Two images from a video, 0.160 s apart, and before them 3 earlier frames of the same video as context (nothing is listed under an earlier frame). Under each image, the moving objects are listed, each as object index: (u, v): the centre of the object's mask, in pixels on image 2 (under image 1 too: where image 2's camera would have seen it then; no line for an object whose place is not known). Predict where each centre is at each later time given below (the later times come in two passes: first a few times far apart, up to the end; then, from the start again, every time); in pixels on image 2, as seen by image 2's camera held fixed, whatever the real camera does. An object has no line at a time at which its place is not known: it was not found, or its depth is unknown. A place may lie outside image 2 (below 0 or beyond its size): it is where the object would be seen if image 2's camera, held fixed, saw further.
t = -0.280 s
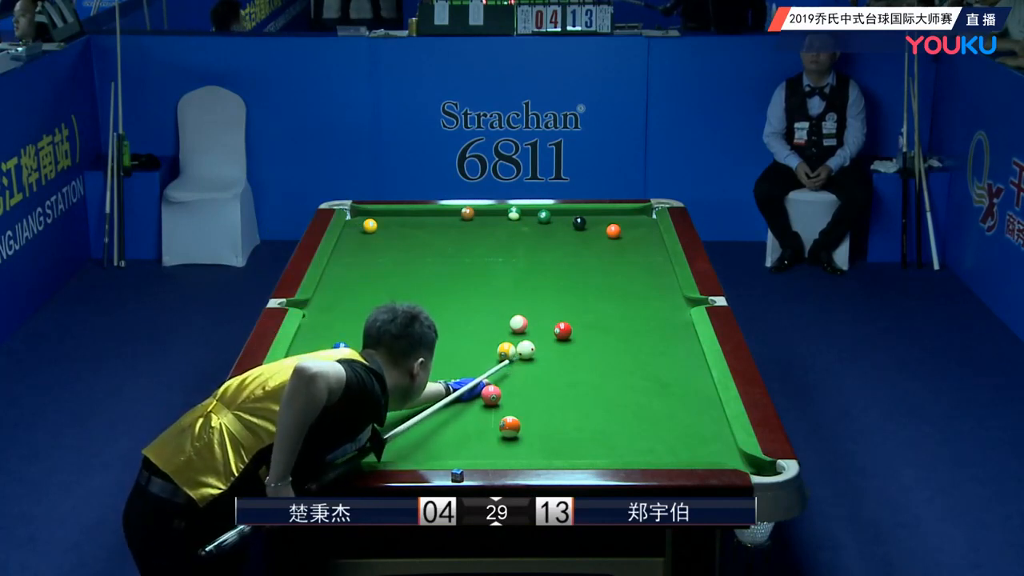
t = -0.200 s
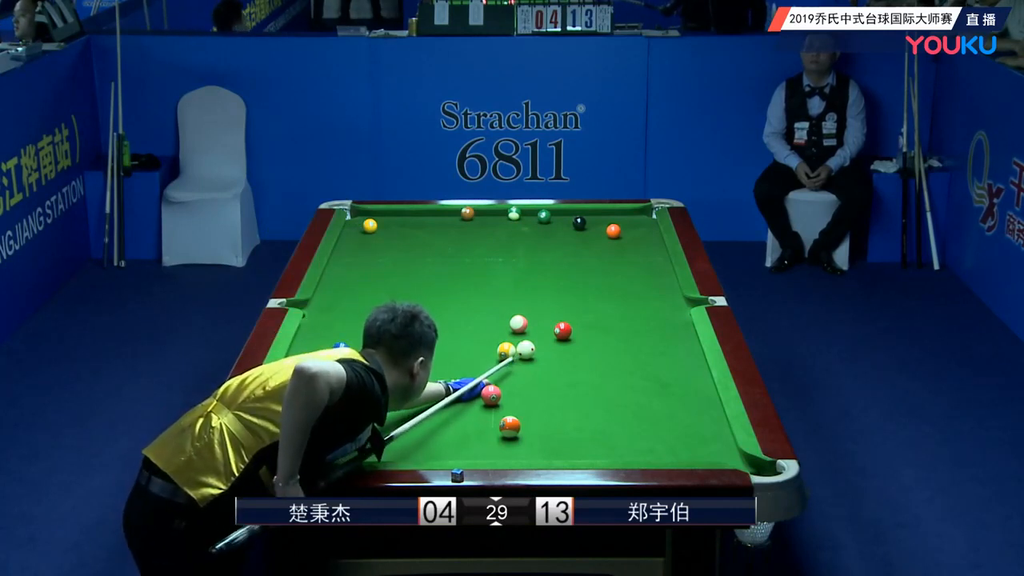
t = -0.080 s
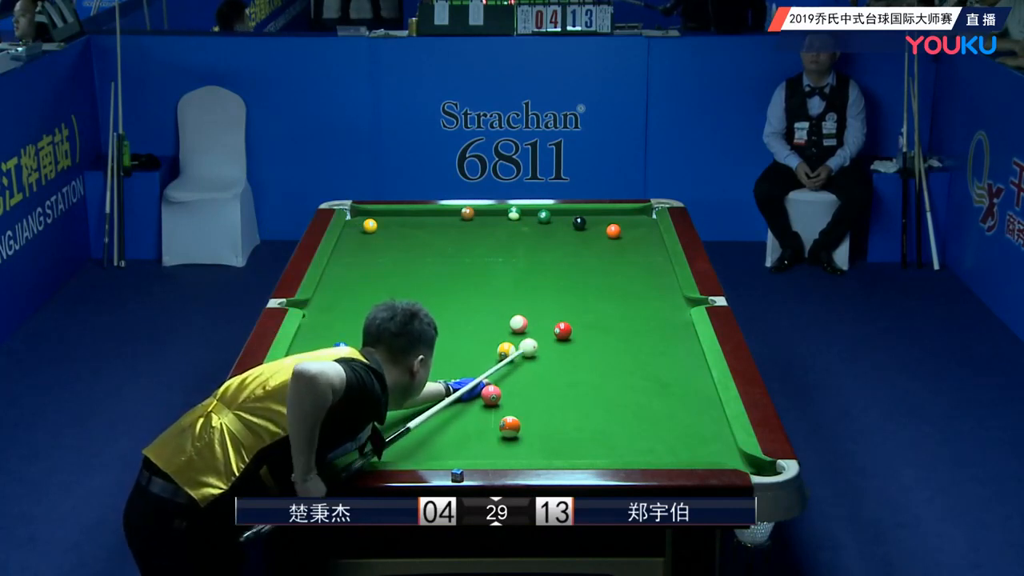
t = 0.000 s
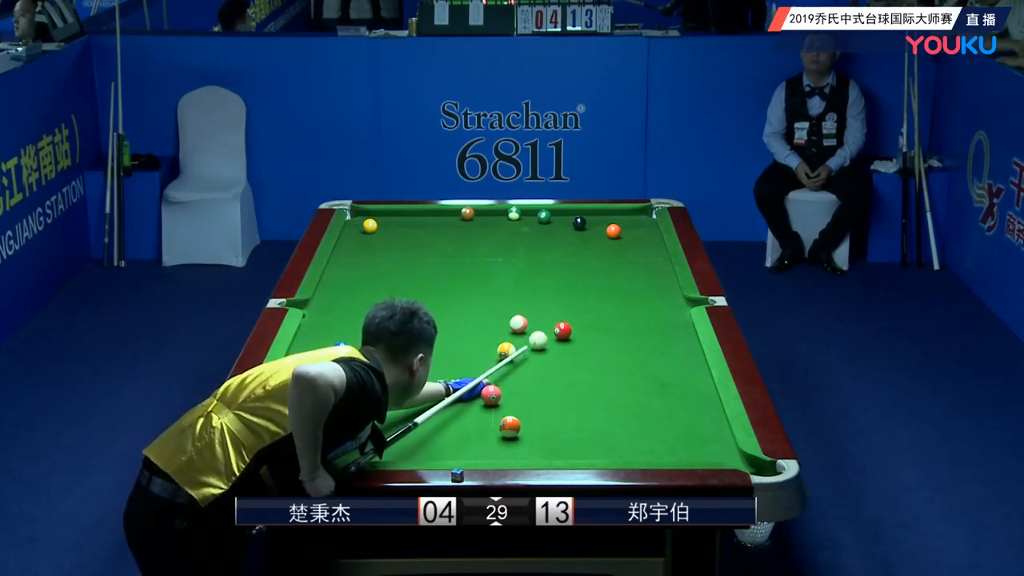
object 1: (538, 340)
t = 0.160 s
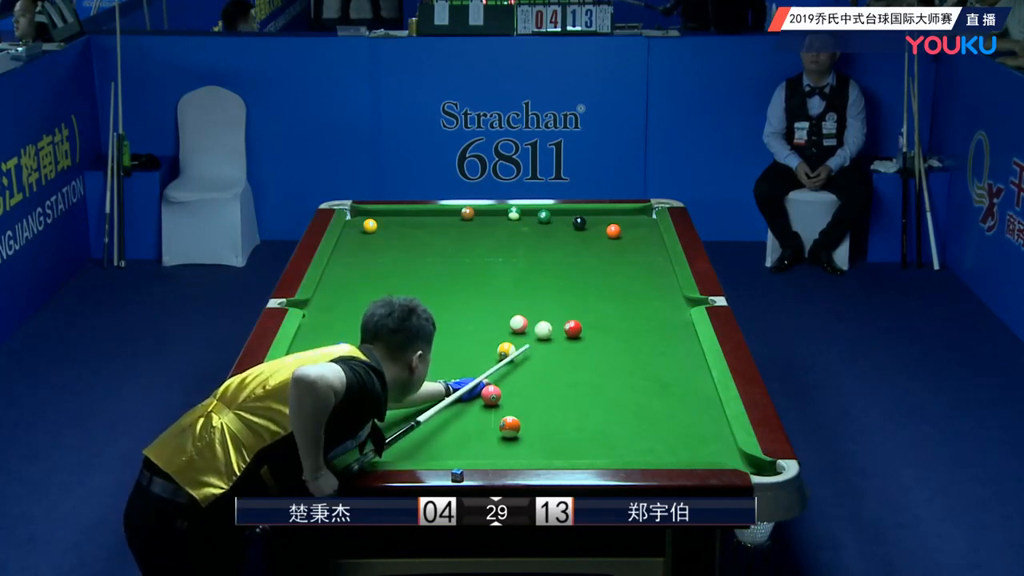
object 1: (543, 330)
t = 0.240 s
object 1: (541, 326)
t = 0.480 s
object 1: (535, 315)
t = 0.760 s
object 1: (529, 304)
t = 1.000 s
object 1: (525, 296)
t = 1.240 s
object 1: (522, 288)
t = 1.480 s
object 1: (518, 281)
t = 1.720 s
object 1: (515, 275)
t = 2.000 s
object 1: (512, 269)
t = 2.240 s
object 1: (510, 265)
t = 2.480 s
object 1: (508, 261)
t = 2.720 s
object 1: (505, 258)
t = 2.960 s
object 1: (503, 255)
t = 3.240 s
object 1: (501, 253)
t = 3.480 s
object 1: (499, 252)
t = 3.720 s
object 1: (499, 251)
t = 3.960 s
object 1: (500, 251)
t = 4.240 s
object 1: (500, 251)
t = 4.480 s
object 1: (500, 251)
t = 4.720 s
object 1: (500, 251)
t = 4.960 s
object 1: (500, 251)
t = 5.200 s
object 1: (500, 251)
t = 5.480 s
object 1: (500, 251)
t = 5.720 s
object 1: (500, 251)
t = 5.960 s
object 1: (500, 251)
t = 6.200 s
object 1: (500, 251)
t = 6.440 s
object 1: (500, 251)
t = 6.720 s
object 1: (500, 251)
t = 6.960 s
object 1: (500, 251)
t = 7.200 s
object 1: (500, 251)
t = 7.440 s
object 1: (500, 251)
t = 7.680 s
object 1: (500, 251)
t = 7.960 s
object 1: (500, 251)
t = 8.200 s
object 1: (500, 251)
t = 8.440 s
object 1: (500, 251)
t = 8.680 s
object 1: (500, 251)
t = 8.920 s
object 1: (500, 251)
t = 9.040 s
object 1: (500, 251)
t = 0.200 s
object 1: (542, 328)
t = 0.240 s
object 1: (541, 326)
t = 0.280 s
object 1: (540, 324)
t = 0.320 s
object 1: (539, 322)
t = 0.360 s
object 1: (538, 321)
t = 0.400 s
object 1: (537, 319)
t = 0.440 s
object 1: (536, 317)
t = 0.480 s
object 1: (535, 315)
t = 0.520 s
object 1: (534, 314)
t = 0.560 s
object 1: (534, 312)
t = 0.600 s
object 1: (533, 310)
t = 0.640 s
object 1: (532, 309)
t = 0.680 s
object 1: (531, 307)
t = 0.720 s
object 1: (530, 306)
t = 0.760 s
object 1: (529, 304)
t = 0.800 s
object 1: (529, 303)
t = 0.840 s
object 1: (528, 301)
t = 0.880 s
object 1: (527, 300)
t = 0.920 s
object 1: (526, 298)
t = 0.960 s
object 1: (526, 297)
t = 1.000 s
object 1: (525, 296)
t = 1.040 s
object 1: (524, 295)
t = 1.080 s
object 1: (524, 293)
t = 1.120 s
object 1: (523, 292)
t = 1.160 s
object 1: (523, 291)
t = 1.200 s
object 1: (522, 289)
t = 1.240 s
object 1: (522, 288)
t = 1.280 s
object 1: (521, 287)
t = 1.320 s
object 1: (520, 286)
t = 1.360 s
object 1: (520, 285)
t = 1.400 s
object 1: (519, 284)
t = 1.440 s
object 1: (519, 282)
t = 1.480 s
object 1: (518, 281)
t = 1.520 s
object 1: (518, 280)
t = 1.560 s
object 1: (517, 279)
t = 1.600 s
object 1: (517, 278)
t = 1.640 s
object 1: (516, 277)
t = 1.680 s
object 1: (516, 276)
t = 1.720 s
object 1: (515, 275)
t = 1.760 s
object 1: (515, 275)
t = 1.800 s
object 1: (515, 274)
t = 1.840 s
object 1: (514, 272)
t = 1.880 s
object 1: (514, 272)
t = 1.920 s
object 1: (513, 271)
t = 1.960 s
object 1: (513, 270)
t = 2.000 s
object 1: (512, 269)
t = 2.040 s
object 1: (512, 269)
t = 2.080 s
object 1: (511, 268)
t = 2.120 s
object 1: (511, 267)
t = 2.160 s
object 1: (511, 266)
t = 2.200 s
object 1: (510, 266)
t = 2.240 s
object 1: (510, 265)
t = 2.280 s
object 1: (509, 264)
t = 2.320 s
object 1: (509, 263)
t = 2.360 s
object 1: (509, 263)
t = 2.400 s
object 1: (508, 262)
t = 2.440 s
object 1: (508, 262)
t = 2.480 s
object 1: (508, 261)
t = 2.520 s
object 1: (507, 260)
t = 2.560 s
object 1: (507, 260)
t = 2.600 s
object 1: (506, 259)
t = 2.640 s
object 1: (506, 259)
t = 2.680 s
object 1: (506, 258)
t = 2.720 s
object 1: (505, 258)
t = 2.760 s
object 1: (505, 258)
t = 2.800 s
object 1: (505, 257)
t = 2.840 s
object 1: (504, 257)
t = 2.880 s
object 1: (504, 256)
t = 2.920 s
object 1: (504, 256)
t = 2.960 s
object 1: (503, 255)
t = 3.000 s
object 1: (503, 255)
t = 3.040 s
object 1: (503, 255)
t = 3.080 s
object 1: (503, 254)
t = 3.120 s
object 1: (502, 254)
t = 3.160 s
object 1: (502, 254)
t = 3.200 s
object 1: (502, 253)
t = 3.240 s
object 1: (501, 253)
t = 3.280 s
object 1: (501, 253)
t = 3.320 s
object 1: (501, 253)
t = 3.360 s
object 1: (500, 252)
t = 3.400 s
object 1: (500, 252)
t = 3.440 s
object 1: (500, 252)
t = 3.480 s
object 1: (499, 252)
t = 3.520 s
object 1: (499, 252)
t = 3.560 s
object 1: (499, 252)
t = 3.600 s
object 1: (499, 251)
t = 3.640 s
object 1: (499, 251)
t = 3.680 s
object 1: (499, 251)
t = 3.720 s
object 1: (499, 251)
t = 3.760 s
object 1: (499, 251)
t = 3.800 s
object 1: (499, 251)
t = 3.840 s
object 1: (499, 251)
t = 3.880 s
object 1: (500, 251)
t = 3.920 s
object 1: (500, 251)
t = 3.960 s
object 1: (500, 251)
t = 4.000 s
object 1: (500, 251)
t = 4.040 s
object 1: (500, 251)
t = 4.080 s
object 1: (500, 251)
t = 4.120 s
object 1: (500, 251)
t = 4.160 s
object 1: (500, 251)
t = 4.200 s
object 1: (500, 251)
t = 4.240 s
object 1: (500, 251)
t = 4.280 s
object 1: (500, 251)
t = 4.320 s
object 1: (500, 251)
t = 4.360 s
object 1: (500, 251)
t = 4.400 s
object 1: (500, 251)
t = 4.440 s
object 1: (500, 251)
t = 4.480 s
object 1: (500, 251)
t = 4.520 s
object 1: (500, 251)
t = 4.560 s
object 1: (500, 251)
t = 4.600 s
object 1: (500, 251)
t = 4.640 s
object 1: (500, 251)
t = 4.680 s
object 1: (500, 251)
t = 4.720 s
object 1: (500, 251)
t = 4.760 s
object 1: (500, 251)
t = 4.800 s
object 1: (500, 251)
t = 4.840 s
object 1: (500, 251)
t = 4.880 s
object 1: (500, 251)
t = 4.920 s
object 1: (500, 251)
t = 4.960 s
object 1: (500, 251)
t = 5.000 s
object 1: (500, 251)
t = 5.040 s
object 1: (500, 251)
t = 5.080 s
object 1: (500, 251)
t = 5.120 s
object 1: (500, 251)
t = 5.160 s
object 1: (500, 251)
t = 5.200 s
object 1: (500, 251)
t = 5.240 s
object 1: (500, 251)
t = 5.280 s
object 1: (500, 251)
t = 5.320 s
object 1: (500, 251)
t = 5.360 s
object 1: (500, 251)
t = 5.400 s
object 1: (500, 251)
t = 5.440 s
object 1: (500, 251)
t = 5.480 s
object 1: (500, 251)
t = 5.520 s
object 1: (500, 251)
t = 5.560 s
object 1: (500, 251)
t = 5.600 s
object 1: (500, 251)
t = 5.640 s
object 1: (500, 251)
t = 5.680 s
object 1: (500, 251)
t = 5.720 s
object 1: (500, 251)
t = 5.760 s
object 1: (500, 251)
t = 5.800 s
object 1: (500, 251)
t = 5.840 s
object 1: (500, 251)
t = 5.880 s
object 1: (500, 251)
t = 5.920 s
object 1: (500, 251)
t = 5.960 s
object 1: (500, 251)
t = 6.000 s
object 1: (500, 251)
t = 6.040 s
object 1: (500, 251)
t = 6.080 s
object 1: (500, 251)
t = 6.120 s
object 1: (500, 251)
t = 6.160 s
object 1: (500, 251)
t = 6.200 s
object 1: (500, 251)
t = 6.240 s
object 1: (500, 251)
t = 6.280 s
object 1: (500, 251)
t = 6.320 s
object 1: (500, 251)
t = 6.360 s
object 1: (500, 251)
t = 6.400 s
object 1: (500, 251)
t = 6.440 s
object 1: (500, 251)
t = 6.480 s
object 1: (500, 251)
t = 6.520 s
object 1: (500, 251)
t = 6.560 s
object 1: (500, 251)
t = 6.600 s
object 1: (500, 251)
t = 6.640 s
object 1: (500, 251)
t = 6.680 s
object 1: (500, 251)
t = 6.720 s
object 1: (500, 251)
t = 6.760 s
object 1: (500, 250)
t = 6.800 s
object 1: (500, 251)
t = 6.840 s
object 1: (500, 251)
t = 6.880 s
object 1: (500, 251)
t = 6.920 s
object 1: (500, 251)
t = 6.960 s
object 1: (500, 251)
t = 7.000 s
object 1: (500, 251)
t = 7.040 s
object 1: (500, 251)
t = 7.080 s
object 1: (500, 251)
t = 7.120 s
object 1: (500, 251)
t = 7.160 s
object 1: (500, 251)
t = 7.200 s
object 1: (500, 251)
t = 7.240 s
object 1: (500, 251)
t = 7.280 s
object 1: (500, 251)
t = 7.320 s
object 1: (500, 251)
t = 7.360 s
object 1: (500, 251)
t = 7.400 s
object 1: (500, 251)
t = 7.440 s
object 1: (500, 251)
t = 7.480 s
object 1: (500, 251)
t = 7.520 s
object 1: (500, 251)
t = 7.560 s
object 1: (500, 251)
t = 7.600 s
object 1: (500, 251)
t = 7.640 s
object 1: (500, 251)
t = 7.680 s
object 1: (500, 251)
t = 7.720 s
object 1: (500, 251)
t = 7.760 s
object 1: (500, 251)
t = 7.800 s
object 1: (500, 251)
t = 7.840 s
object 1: (500, 251)
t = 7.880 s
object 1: (500, 251)
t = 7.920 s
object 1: (500, 251)
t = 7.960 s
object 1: (500, 251)
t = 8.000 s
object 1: (500, 251)
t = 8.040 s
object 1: (500, 251)
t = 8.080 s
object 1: (500, 251)
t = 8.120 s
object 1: (500, 251)
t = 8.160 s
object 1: (500, 251)
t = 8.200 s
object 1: (500, 251)
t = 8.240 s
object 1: (500, 251)
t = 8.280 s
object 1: (500, 251)
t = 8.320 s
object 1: (500, 251)
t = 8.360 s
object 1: (500, 251)
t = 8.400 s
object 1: (500, 251)
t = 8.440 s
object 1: (500, 251)
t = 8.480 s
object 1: (500, 251)
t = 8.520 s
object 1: (500, 251)
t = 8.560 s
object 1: (500, 251)
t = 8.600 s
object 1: (500, 251)
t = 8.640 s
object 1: (500, 251)
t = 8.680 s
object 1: (500, 251)
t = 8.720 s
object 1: (500, 251)
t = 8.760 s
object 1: (500, 251)
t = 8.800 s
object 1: (500, 251)
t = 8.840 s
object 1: (500, 251)
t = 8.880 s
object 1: (500, 251)
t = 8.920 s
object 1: (500, 251)
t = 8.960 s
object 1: (500, 251)
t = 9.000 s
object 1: (500, 251)
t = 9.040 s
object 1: (500, 251)
